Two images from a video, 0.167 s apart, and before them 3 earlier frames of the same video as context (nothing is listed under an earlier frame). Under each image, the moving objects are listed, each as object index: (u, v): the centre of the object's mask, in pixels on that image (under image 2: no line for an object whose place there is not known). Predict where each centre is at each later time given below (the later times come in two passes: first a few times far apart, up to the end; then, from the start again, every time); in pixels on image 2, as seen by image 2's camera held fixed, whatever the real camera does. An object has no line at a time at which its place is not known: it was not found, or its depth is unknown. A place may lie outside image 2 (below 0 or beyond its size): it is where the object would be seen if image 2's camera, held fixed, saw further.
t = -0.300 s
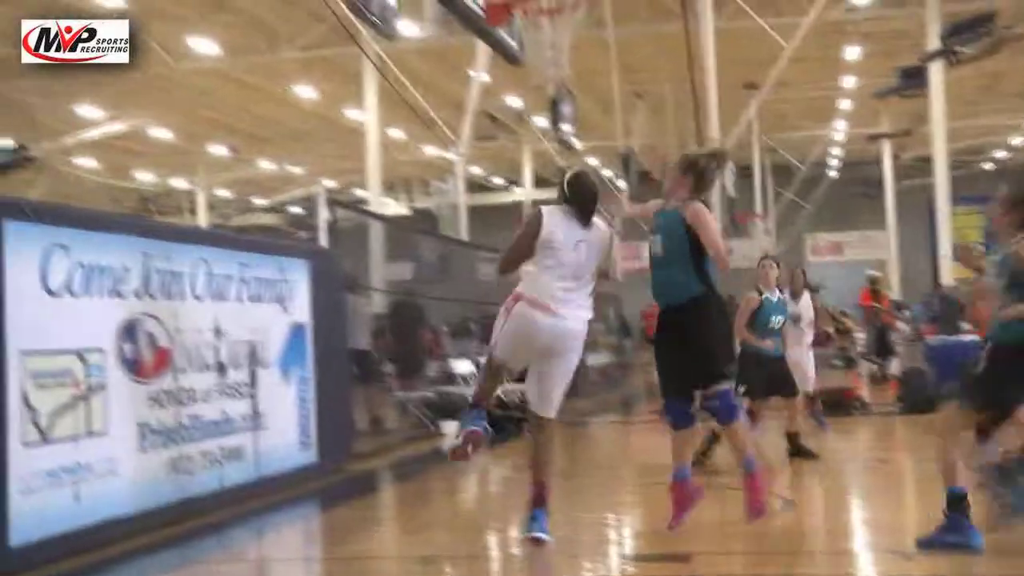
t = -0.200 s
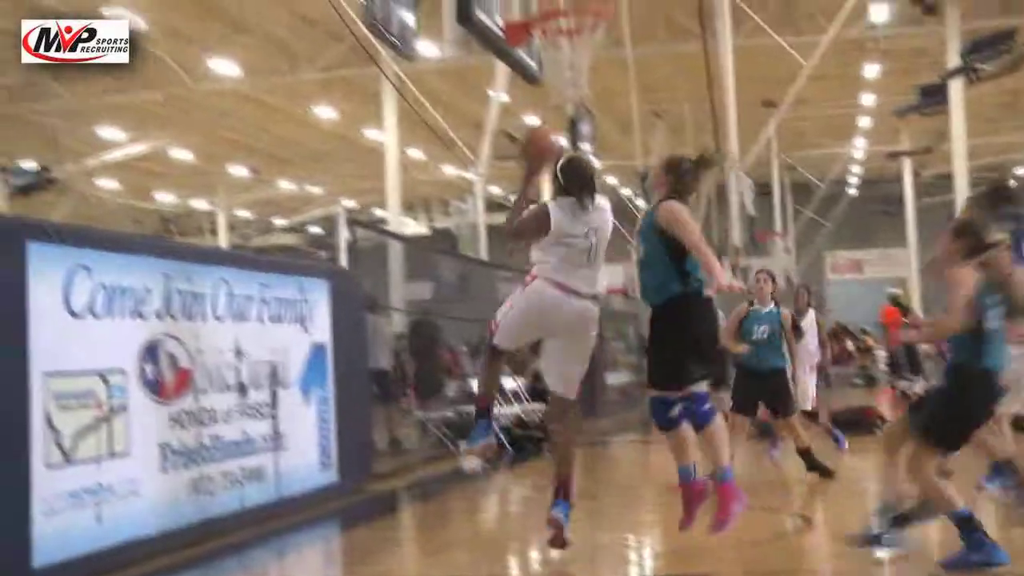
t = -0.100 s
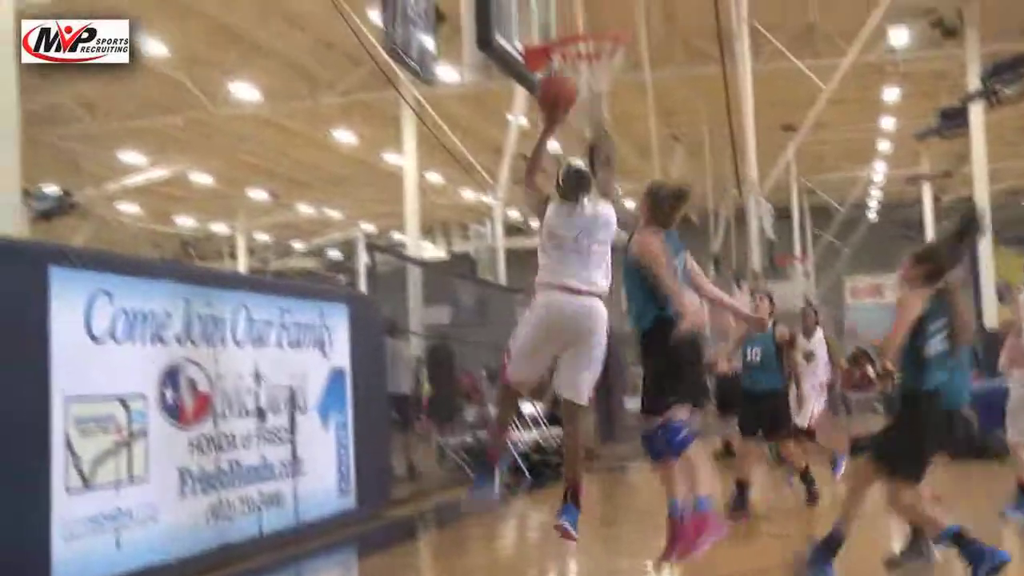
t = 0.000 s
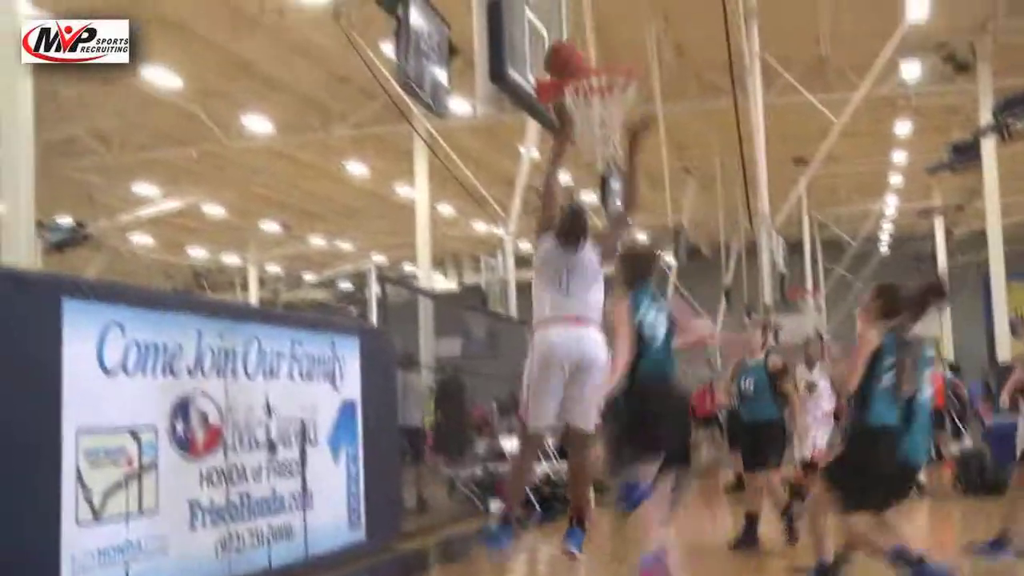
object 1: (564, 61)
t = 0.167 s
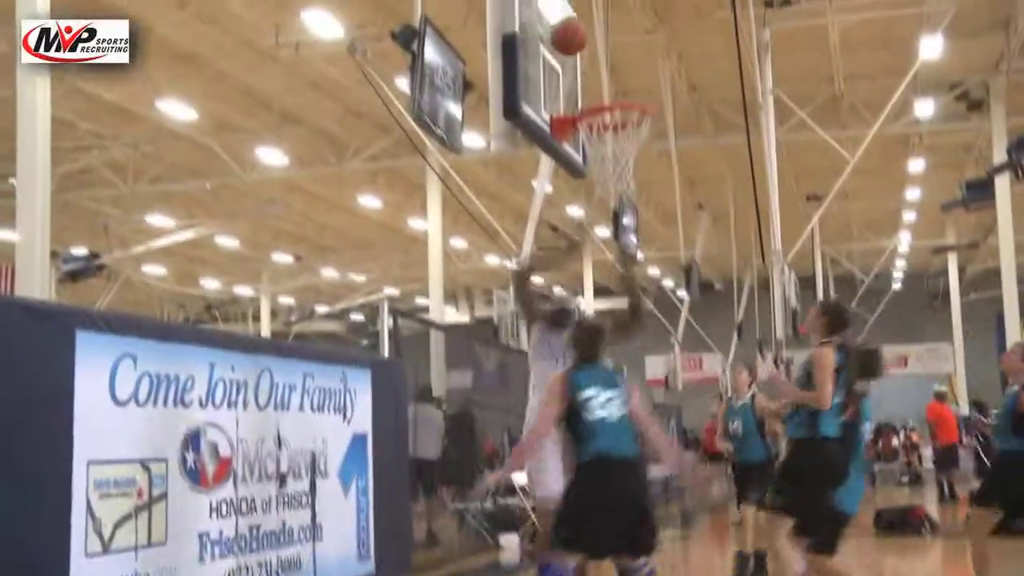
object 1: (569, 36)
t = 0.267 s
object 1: (566, 21)
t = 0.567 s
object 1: (595, 71)
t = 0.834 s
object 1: (611, 75)
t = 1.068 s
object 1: (618, 94)
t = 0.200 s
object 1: (567, 30)
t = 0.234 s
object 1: (566, 24)
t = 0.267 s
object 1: (566, 21)
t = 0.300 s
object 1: (565, 20)
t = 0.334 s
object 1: (567, 21)
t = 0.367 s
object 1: (572, 23)
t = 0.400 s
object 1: (576, 27)
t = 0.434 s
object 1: (579, 32)
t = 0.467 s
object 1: (583, 40)
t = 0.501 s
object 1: (587, 50)
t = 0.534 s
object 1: (591, 58)
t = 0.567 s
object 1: (595, 71)
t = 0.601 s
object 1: (597, 81)
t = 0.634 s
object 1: (603, 94)
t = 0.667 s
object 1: (605, 101)
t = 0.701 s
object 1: (606, 96)
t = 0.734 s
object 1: (607, 88)
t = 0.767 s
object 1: (609, 82)
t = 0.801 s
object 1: (609, 77)
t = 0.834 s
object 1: (611, 75)
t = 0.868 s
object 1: (611, 74)
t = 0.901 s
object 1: (612, 74)
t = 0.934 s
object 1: (613, 75)
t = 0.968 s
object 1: (615, 78)
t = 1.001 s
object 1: (615, 84)
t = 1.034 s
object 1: (617, 89)
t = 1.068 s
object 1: (618, 94)
